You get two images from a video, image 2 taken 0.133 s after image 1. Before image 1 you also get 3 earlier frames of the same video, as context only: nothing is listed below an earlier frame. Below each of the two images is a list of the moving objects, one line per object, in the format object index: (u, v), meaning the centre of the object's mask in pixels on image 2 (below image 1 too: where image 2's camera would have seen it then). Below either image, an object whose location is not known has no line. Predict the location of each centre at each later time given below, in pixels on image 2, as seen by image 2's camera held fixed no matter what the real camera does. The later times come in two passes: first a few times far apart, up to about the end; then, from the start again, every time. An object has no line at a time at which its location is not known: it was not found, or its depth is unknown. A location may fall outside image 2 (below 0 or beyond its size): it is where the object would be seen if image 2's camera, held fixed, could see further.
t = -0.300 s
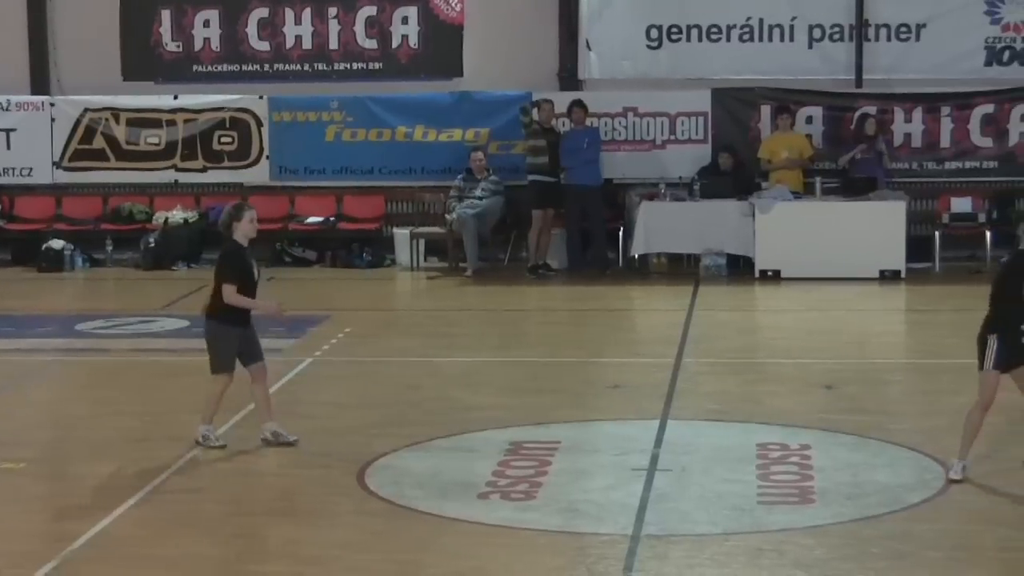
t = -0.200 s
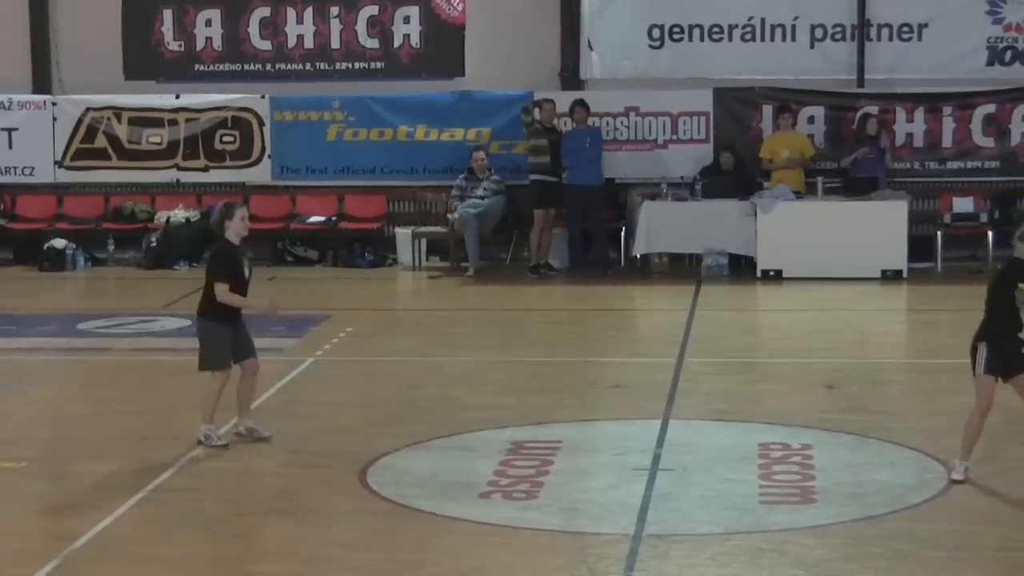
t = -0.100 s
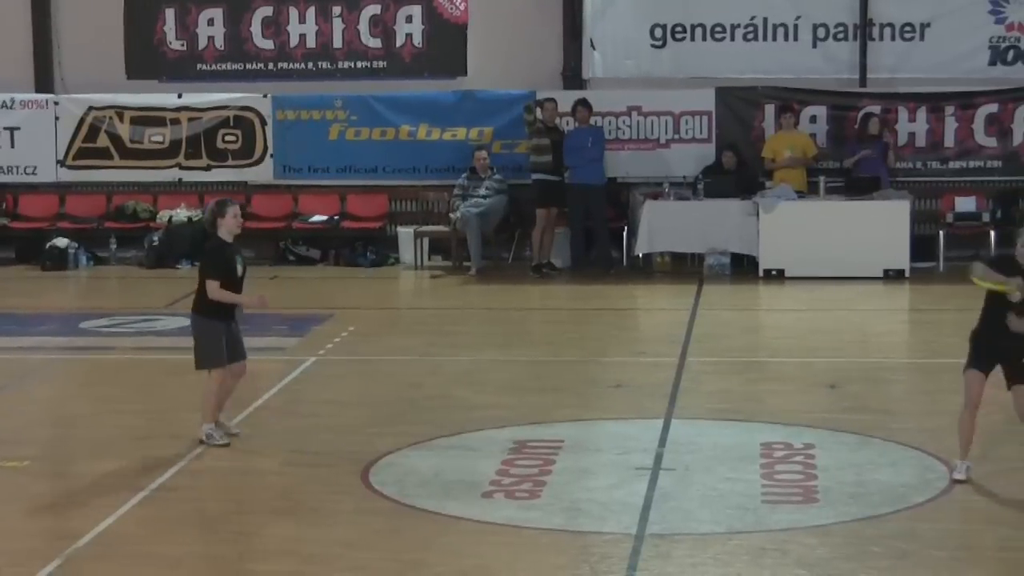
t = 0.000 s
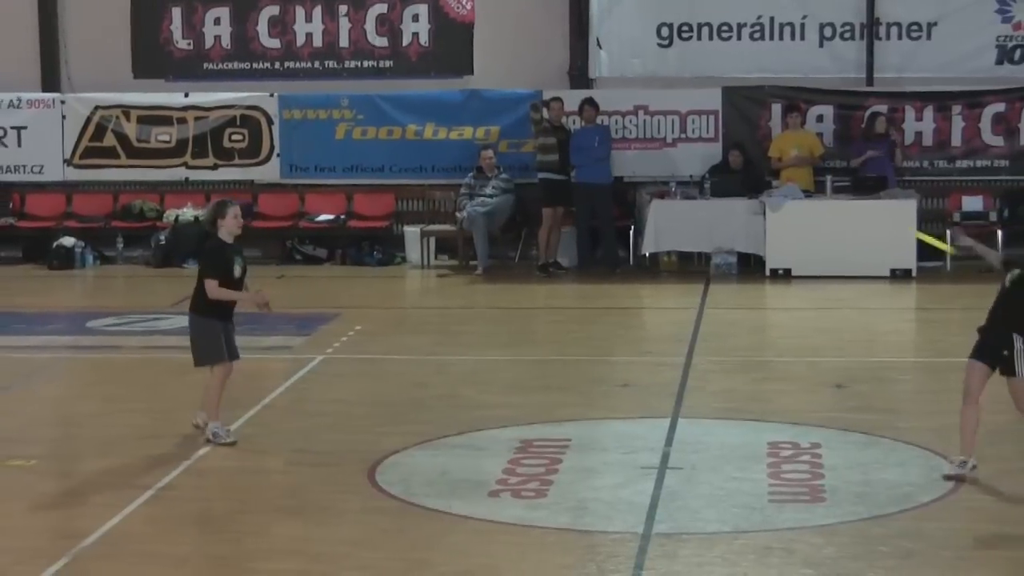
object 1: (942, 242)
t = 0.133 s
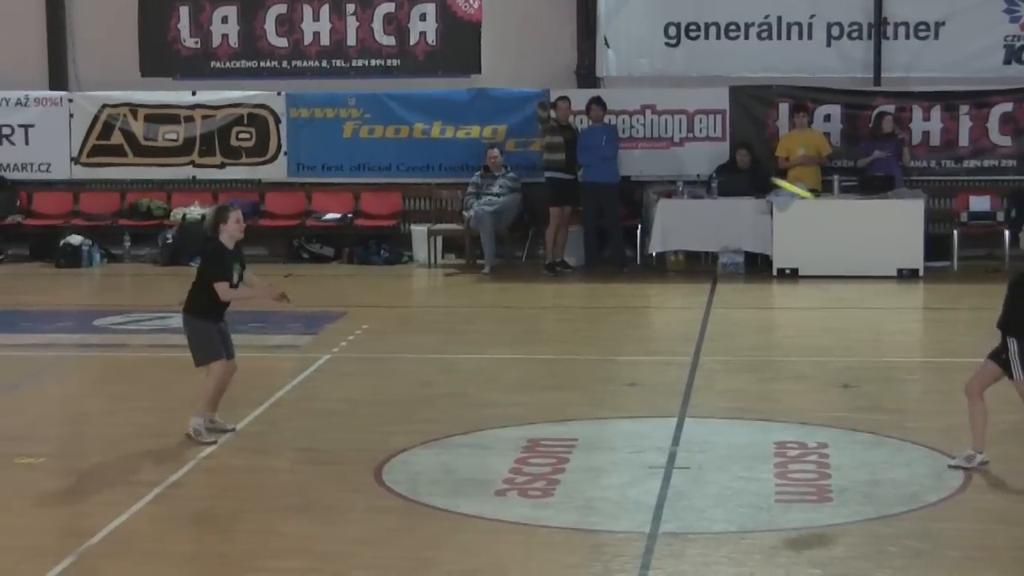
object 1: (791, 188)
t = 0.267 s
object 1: (659, 163)
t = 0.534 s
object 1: (434, 171)
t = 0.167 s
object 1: (757, 180)
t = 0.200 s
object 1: (724, 174)
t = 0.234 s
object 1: (691, 168)
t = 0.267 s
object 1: (659, 163)
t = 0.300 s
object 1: (627, 161)
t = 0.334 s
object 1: (598, 159)
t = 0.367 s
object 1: (568, 158)
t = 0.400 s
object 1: (539, 159)
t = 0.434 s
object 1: (512, 161)
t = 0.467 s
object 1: (486, 164)
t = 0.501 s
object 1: (460, 167)
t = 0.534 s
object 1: (434, 171)
